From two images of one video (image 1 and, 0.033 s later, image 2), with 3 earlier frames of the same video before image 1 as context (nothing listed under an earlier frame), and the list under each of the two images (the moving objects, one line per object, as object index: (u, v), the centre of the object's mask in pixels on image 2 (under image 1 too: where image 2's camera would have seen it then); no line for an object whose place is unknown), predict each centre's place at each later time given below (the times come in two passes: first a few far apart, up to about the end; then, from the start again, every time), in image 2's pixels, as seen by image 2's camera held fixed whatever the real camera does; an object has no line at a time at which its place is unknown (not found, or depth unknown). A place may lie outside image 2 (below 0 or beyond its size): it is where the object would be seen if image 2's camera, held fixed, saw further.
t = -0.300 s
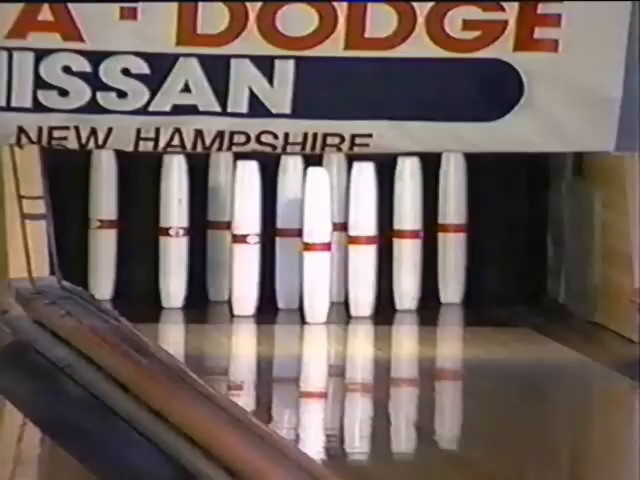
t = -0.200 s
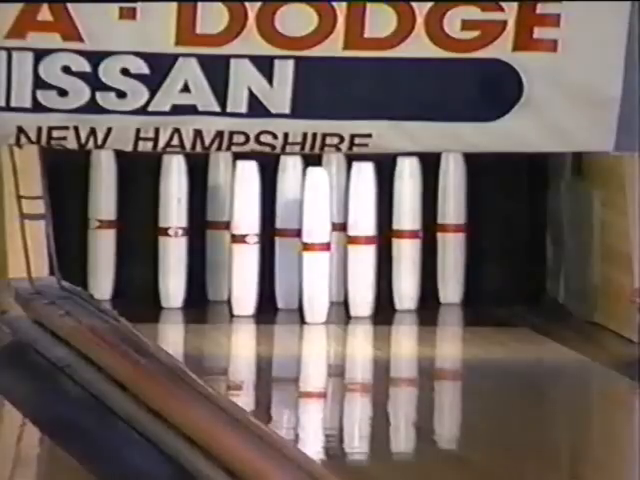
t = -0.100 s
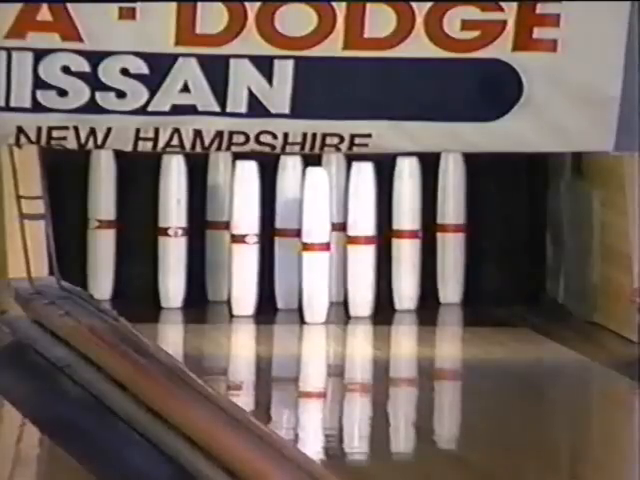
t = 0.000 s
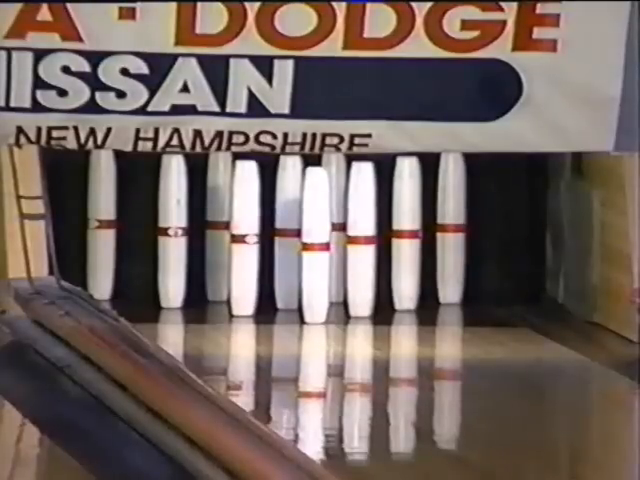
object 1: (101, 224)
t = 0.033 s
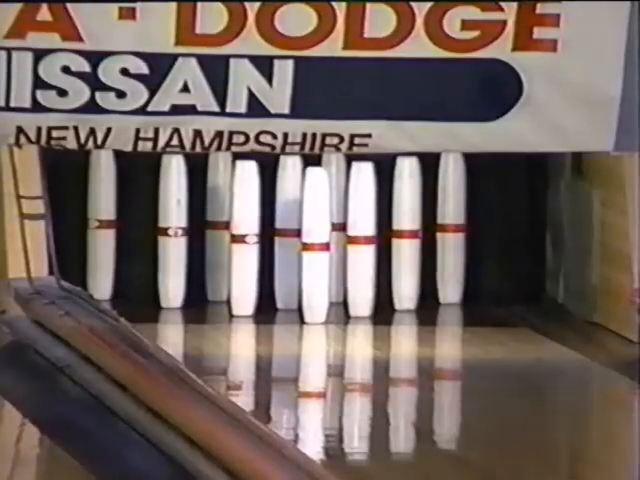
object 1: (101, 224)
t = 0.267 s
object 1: (101, 224)
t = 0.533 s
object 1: (101, 221)
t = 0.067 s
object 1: (101, 224)
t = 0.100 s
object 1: (101, 224)
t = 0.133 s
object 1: (101, 224)
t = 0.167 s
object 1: (101, 224)
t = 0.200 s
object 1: (101, 224)
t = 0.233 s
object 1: (101, 224)
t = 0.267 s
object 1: (101, 224)
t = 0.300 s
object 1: (101, 224)
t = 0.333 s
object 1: (101, 224)
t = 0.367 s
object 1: (101, 224)
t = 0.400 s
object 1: (101, 224)
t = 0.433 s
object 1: (101, 224)
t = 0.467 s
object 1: (101, 224)
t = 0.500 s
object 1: (101, 219)
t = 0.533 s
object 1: (101, 221)
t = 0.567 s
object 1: (101, 204)
